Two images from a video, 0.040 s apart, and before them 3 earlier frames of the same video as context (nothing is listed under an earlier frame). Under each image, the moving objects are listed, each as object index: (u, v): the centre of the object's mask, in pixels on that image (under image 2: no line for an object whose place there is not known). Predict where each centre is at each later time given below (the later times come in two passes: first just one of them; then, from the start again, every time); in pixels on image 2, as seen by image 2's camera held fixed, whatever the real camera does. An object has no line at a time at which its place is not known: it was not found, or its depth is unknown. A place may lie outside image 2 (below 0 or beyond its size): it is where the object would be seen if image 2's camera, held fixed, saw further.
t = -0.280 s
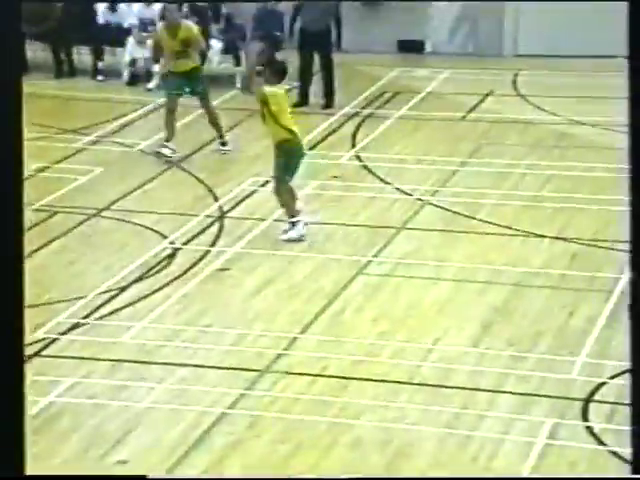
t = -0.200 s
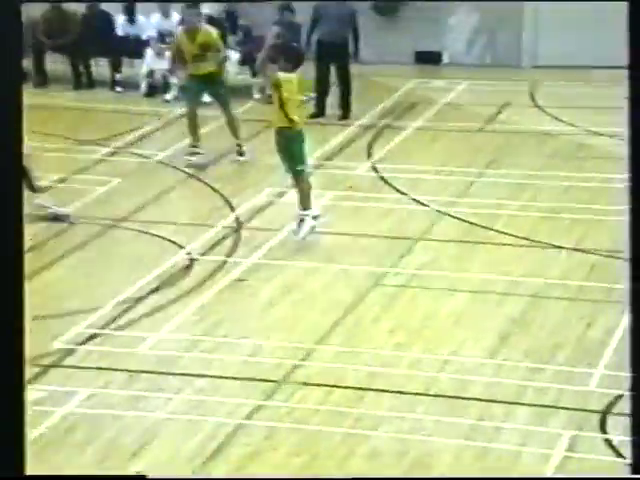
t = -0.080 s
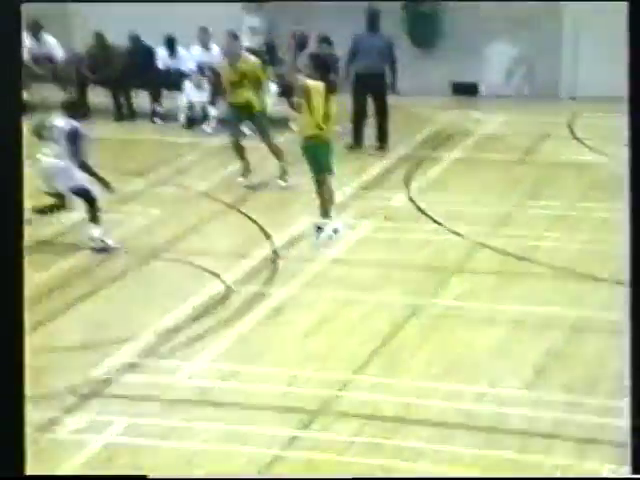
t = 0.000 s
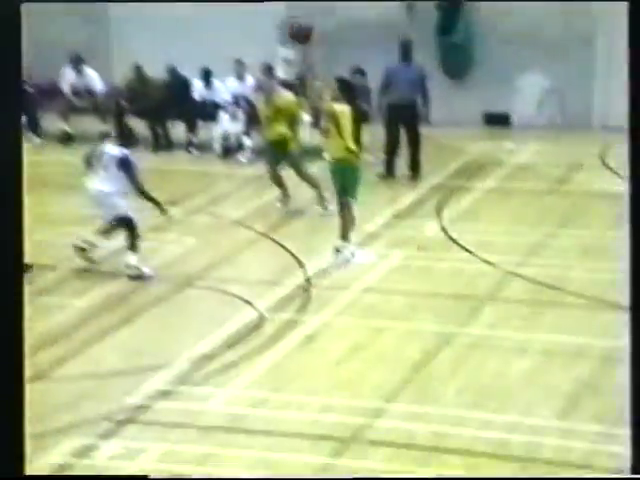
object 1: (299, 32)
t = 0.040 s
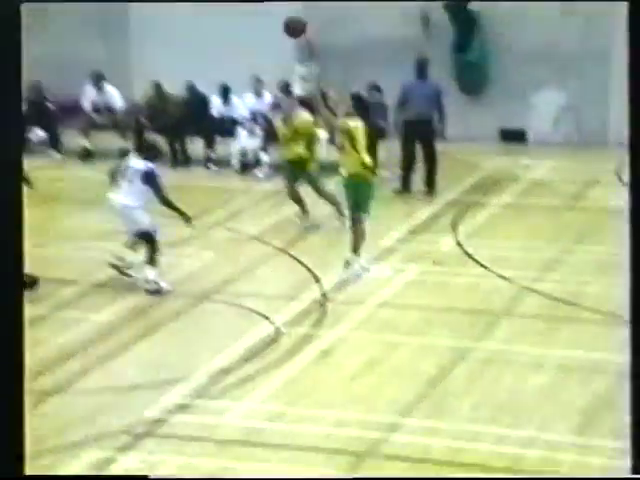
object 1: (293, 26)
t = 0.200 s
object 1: (202, -49)
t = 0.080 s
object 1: (271, 5)
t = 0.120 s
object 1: (248, -15)
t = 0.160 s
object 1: (224, -33)
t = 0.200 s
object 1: (202, -49)
